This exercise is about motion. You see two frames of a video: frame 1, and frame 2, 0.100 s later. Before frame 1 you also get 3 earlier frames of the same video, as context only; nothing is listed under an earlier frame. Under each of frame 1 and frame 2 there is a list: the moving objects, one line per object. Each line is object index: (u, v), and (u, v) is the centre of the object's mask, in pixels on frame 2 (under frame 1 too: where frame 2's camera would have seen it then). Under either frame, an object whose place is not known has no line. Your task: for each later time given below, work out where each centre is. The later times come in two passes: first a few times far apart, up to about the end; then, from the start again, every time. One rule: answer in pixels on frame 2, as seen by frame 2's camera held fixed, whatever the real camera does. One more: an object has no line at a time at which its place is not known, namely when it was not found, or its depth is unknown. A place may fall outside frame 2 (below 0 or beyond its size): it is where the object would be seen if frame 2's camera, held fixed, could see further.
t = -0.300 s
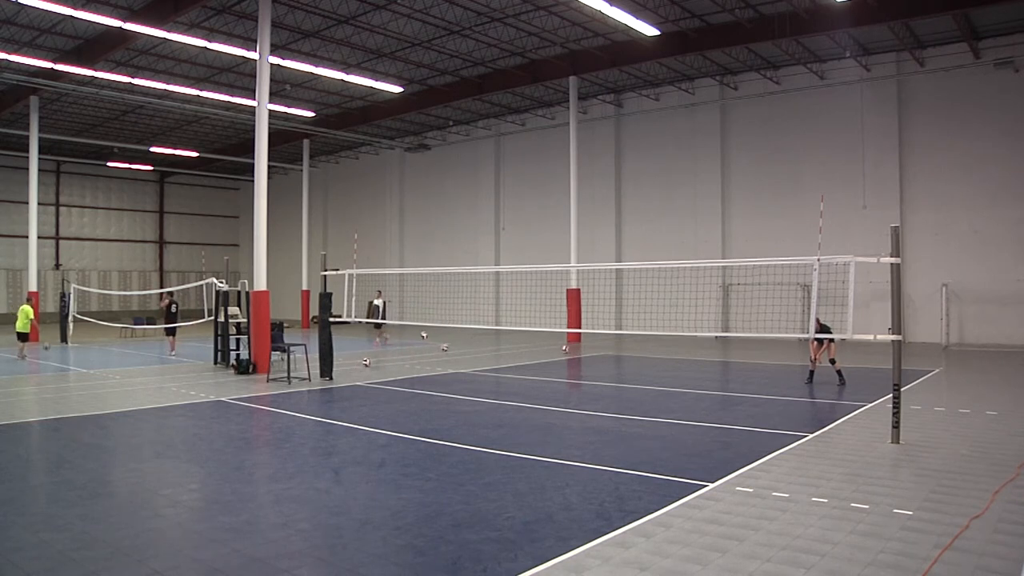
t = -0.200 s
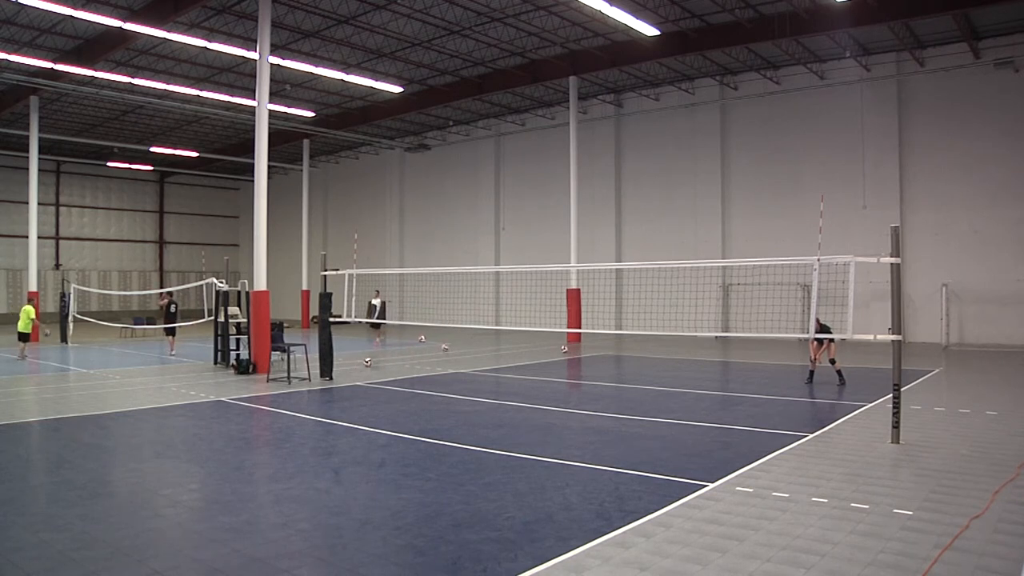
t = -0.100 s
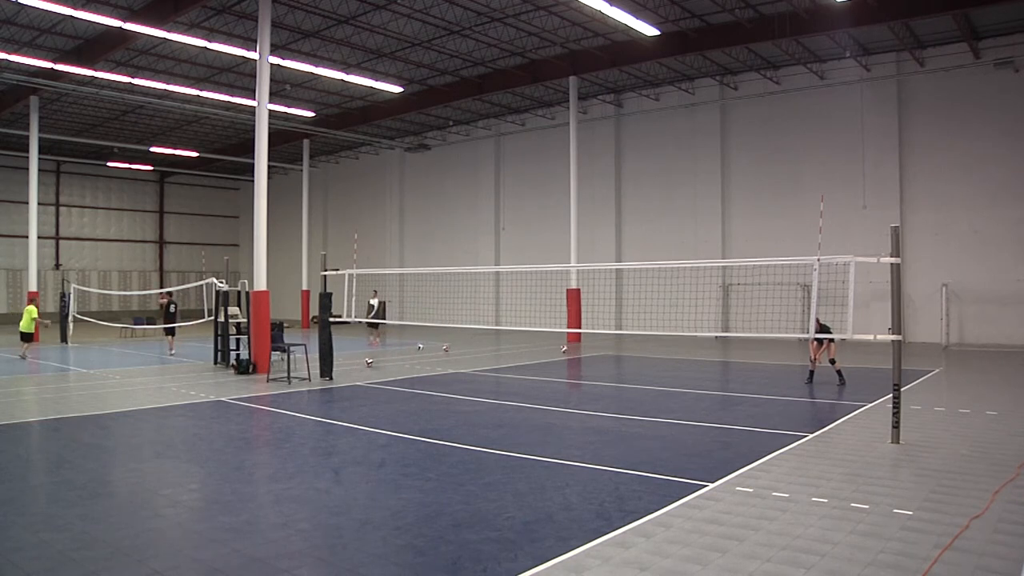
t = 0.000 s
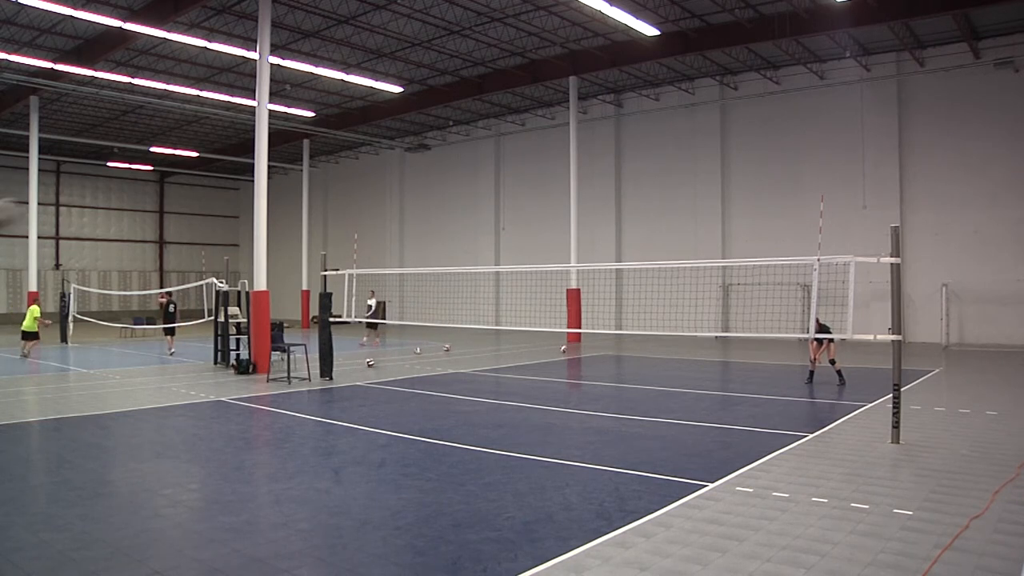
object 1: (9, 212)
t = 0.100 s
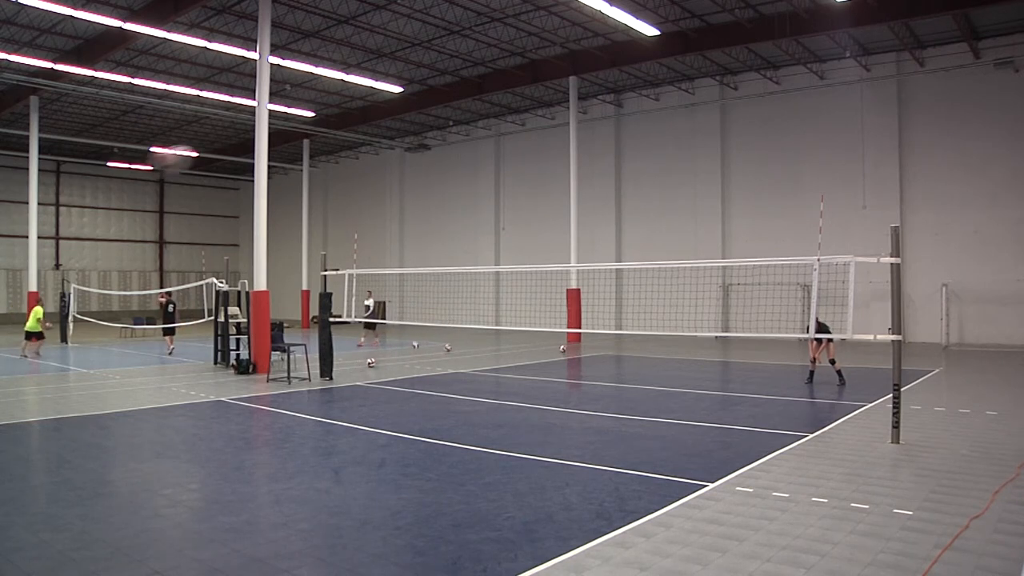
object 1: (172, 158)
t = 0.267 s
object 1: (371, 123)
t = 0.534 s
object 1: (555, 148)
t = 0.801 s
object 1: (658, 221)
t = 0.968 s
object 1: (701, 275)
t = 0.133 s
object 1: (219, 148)
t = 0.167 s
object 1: (262, 138)
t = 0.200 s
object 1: (302, 130)
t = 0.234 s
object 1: (338, 125)
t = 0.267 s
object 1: (371, 123)
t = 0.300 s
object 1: (400, 123)
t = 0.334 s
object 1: (429, 123)
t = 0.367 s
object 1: (454, 125)
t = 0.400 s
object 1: (477, 127)
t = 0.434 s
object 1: (499, 131)
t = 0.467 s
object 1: (519, 135)
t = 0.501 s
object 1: (538, 142)
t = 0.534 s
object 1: (555, 148)
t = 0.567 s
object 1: (571, 156)
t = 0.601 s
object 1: (587, 164)
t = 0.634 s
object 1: (600, 173)
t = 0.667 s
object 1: (614, 182)
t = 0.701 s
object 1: (625, 192)
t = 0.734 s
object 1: (637, 201)
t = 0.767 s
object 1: (648, 211)
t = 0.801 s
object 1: (658, 221)
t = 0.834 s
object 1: (668, 231)
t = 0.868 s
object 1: (677, 242)
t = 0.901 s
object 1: (686, 252)
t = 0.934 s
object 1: (694, 264)
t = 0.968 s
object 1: (701, 275)
